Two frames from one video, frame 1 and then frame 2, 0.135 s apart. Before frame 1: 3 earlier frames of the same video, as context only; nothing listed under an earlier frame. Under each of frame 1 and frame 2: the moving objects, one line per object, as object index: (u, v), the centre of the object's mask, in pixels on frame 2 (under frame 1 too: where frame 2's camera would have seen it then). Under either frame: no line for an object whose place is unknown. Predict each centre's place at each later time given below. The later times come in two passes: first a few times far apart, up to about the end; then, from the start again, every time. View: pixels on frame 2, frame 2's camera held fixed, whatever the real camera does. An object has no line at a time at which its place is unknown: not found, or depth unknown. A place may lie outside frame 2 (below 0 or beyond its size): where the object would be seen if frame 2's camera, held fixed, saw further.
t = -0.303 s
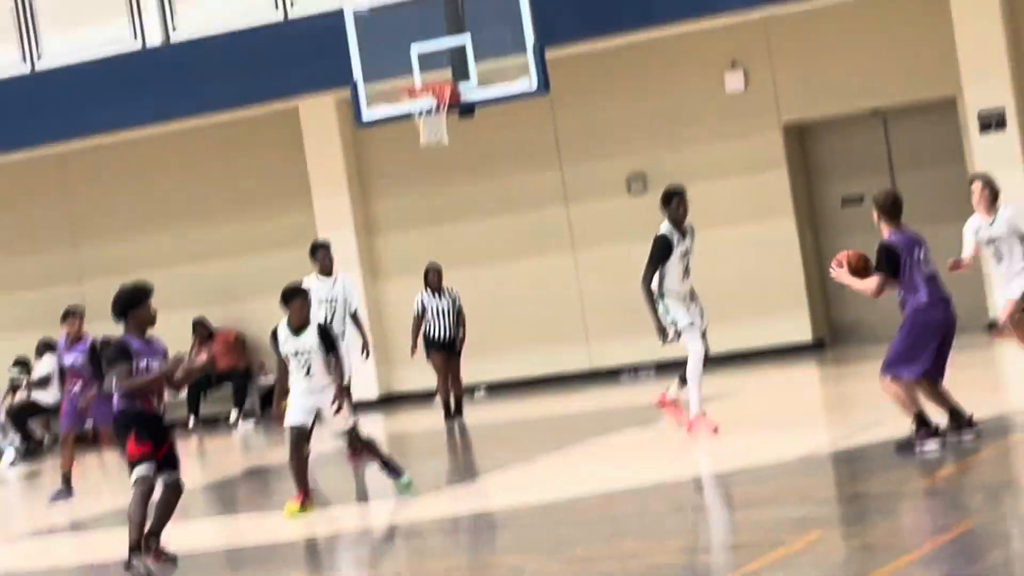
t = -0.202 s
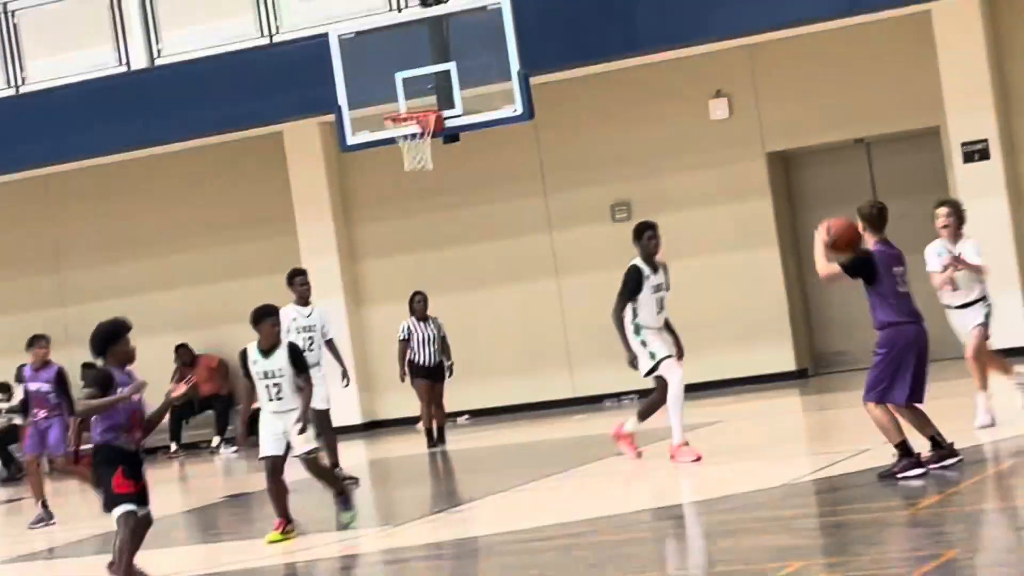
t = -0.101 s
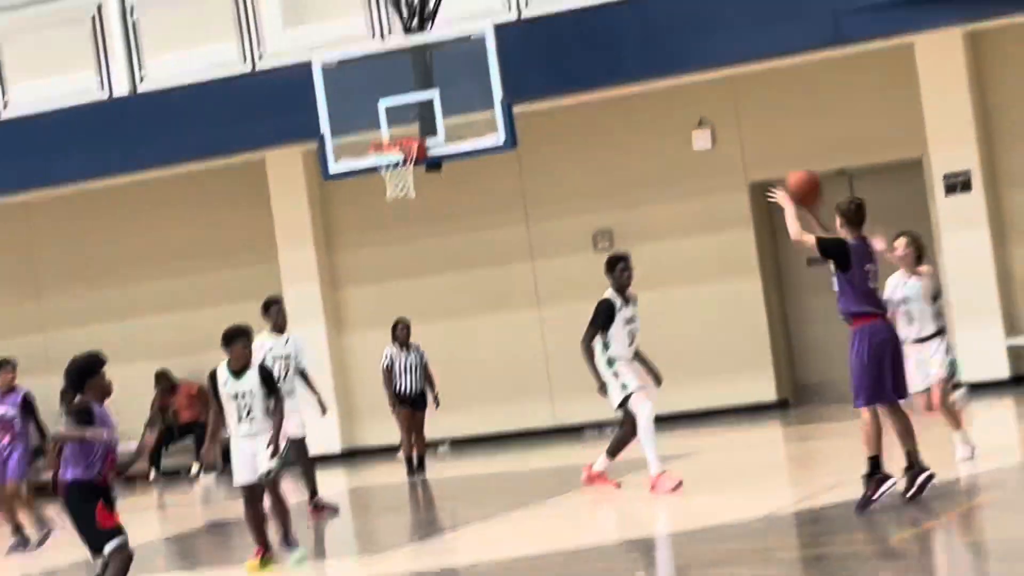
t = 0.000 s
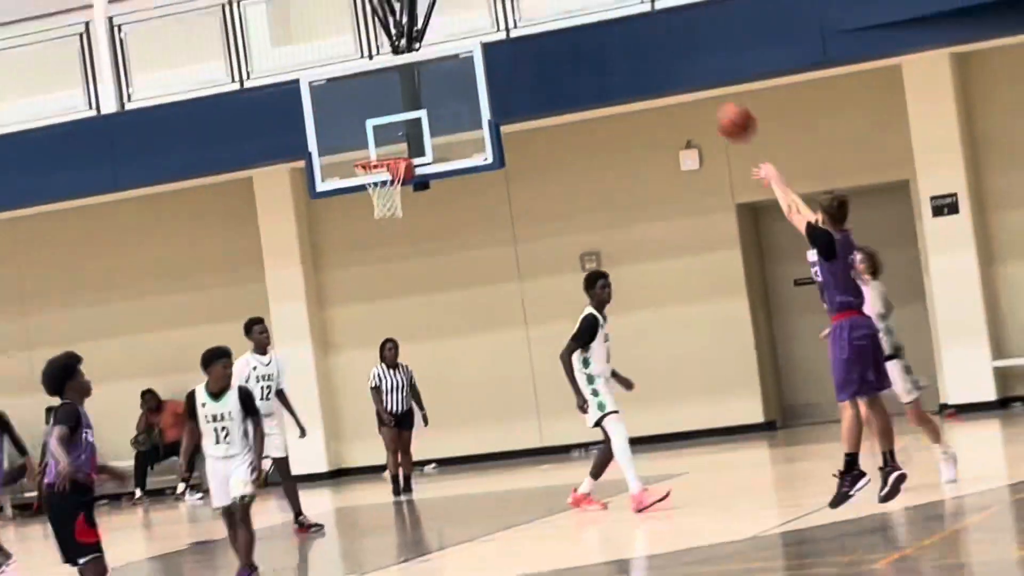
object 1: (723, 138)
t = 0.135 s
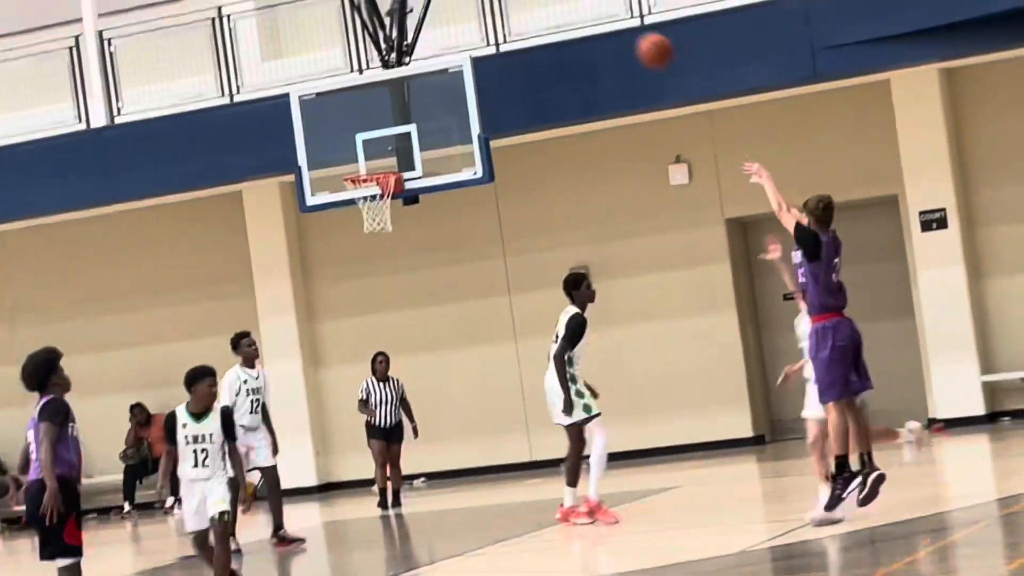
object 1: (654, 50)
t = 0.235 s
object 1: (609, 7)
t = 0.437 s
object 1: (529, -26)
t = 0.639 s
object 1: (466, -23)
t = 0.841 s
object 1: (413, 34)
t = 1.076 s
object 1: (367, 151)
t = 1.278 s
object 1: (400, 230)
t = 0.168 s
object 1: (639, 36)
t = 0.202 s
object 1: (624, 21)
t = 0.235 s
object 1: (609, 7)
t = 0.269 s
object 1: (594, -3)
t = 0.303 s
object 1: (580, -10)
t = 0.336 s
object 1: (567, -15)
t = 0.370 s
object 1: (554, -19)
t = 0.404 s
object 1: (542, -23)
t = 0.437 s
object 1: (529, -26)
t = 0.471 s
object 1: (518, -28)
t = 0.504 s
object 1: (507, -29)
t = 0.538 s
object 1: (496, -30)
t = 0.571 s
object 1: (486, -30)
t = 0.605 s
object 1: (475, -28)
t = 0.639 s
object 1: (466, -23)
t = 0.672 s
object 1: (456, -17)
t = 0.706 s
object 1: (447, -9)
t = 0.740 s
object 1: (438, 0)
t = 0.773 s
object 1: (430, 10)
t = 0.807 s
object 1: (422, 22)
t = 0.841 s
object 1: (413, 34)
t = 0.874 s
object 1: (406, 48)
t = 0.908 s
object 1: (398, 62)
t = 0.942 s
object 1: (391, 78)
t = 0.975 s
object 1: (384, 95)
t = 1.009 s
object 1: (378, 111)
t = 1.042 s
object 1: (372, 130)
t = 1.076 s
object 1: (367, 151)
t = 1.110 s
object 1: (360, 169)
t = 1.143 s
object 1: (362, 188)
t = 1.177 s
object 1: (370, 194)
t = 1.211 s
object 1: (383, 215)
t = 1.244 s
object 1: (391, 222)
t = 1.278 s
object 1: (400, 230)
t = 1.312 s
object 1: (409, 241)
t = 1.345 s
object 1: (418, 253)
